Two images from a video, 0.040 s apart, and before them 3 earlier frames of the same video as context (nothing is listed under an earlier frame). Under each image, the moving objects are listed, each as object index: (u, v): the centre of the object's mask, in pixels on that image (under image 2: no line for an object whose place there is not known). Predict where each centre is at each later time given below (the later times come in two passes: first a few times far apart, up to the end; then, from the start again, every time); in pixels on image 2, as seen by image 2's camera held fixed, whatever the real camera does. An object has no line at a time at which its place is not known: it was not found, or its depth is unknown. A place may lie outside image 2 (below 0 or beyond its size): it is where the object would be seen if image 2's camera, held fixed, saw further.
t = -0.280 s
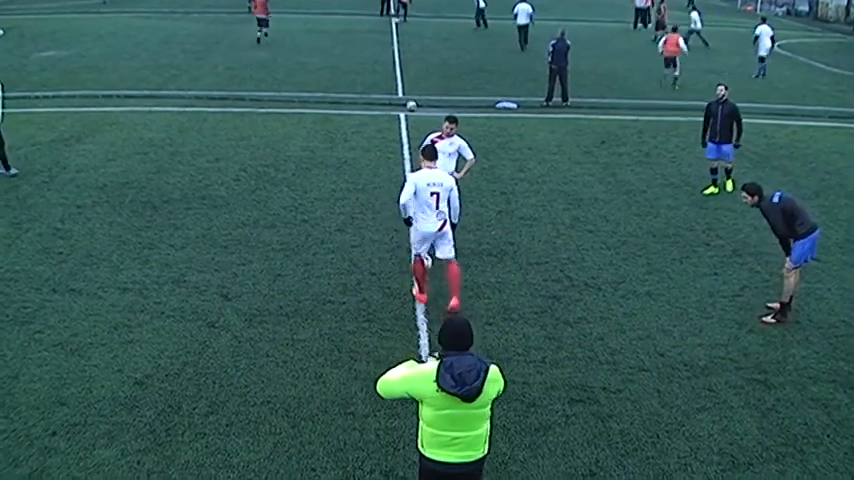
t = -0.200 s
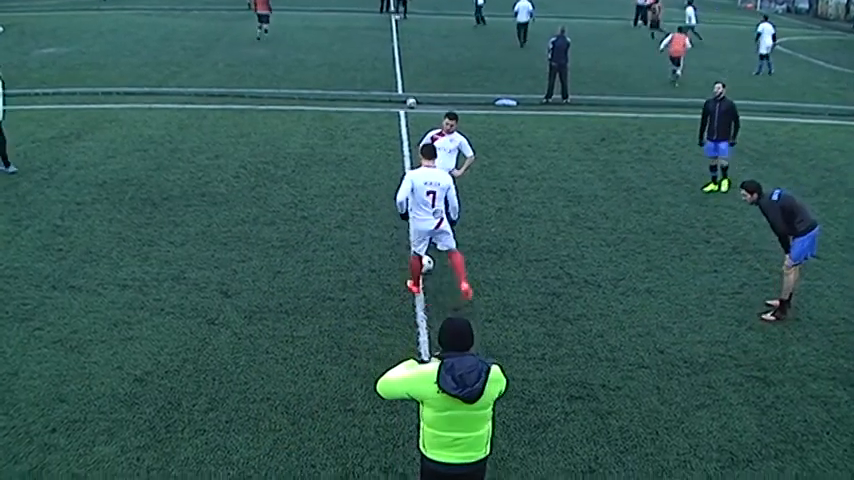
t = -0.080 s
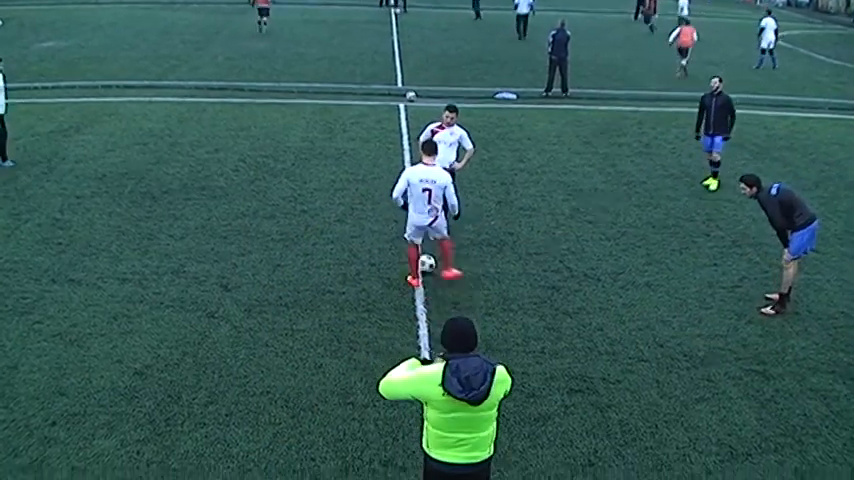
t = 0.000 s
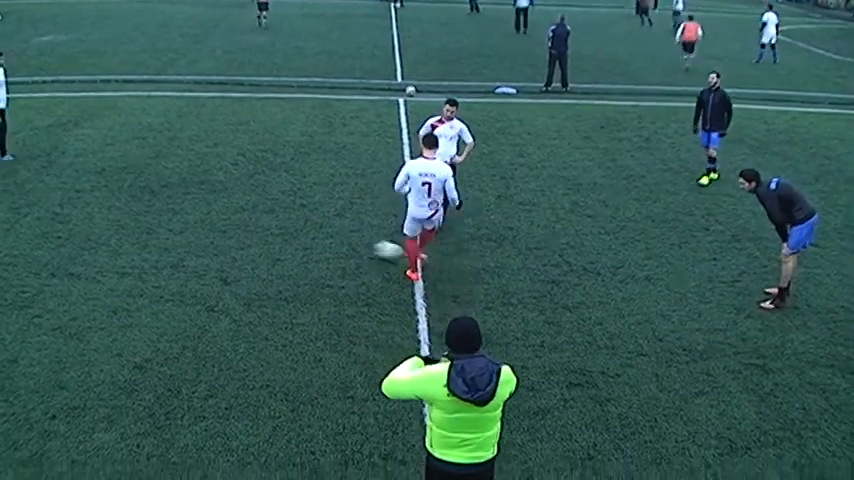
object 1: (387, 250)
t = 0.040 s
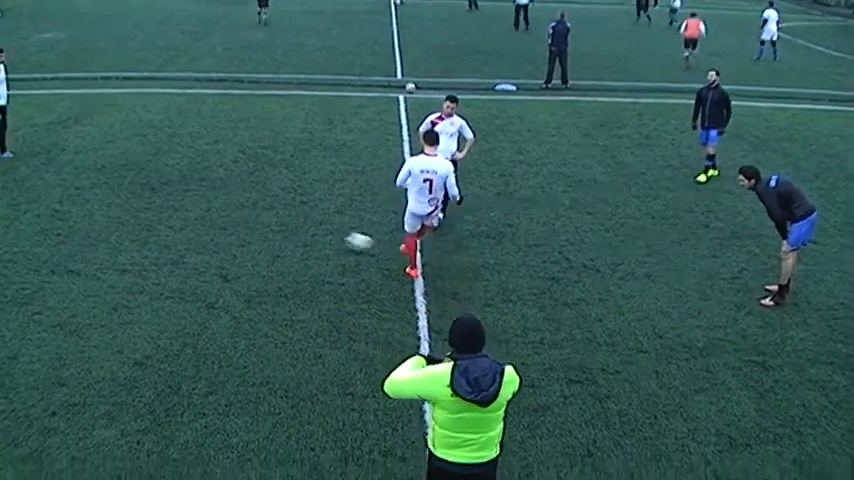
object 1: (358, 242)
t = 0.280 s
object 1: (212, 210)
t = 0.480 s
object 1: (116, 191)
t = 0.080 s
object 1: (331, 235)
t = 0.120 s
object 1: (304, 229)
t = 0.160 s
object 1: (280, 224)
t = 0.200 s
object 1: (256, 219)
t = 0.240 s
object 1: (233, 214)
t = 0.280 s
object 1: (212, 210)
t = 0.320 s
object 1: (191, 206)
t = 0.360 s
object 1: (171, 201)
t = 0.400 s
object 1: (152, 197)
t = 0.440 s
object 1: (133, 194)
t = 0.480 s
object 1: (116, 191)
